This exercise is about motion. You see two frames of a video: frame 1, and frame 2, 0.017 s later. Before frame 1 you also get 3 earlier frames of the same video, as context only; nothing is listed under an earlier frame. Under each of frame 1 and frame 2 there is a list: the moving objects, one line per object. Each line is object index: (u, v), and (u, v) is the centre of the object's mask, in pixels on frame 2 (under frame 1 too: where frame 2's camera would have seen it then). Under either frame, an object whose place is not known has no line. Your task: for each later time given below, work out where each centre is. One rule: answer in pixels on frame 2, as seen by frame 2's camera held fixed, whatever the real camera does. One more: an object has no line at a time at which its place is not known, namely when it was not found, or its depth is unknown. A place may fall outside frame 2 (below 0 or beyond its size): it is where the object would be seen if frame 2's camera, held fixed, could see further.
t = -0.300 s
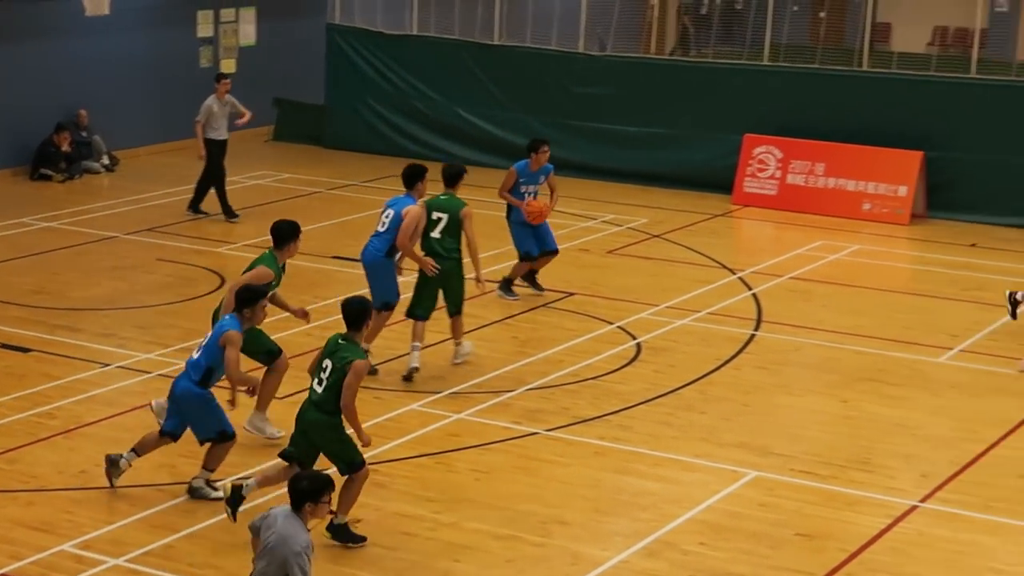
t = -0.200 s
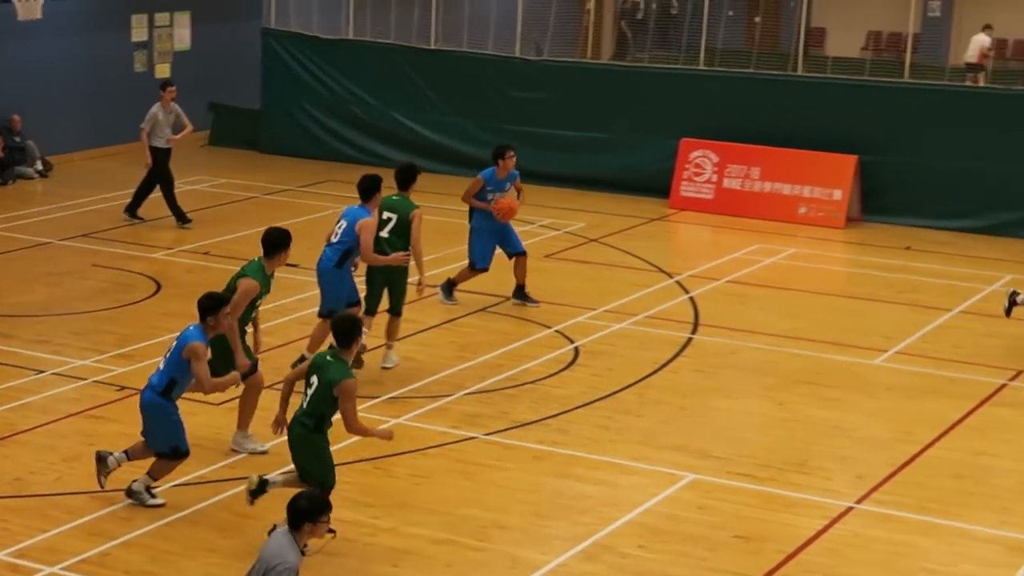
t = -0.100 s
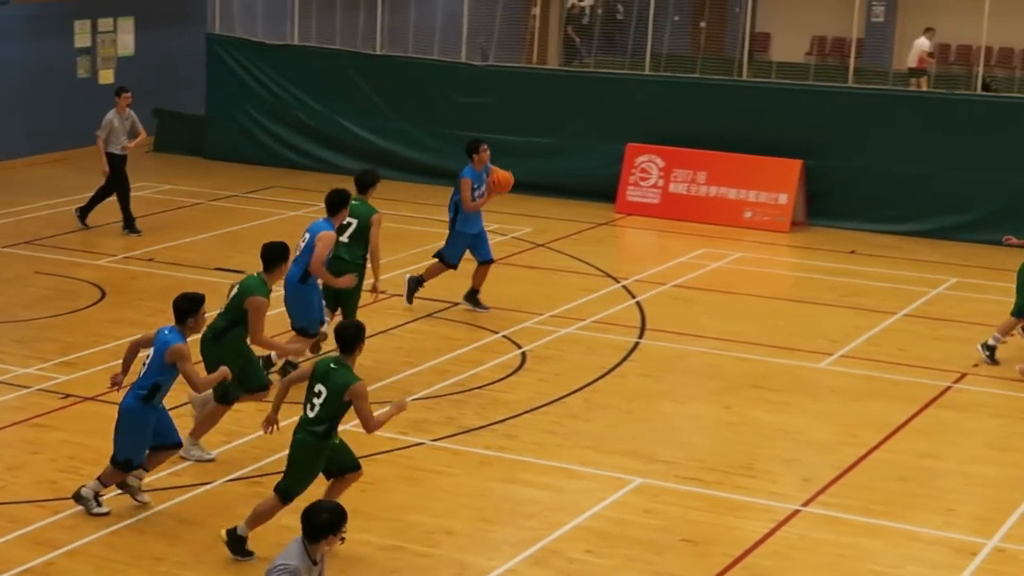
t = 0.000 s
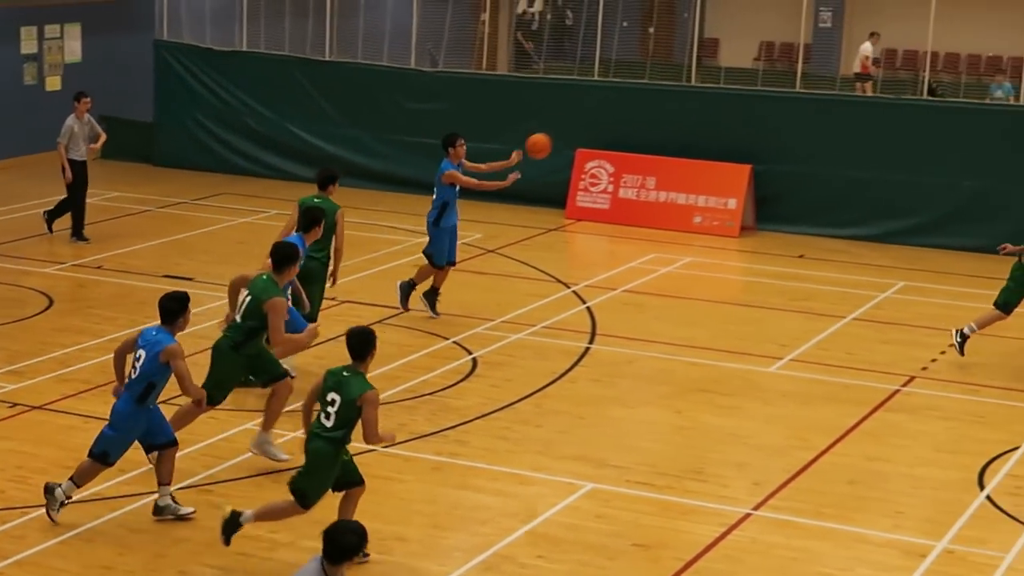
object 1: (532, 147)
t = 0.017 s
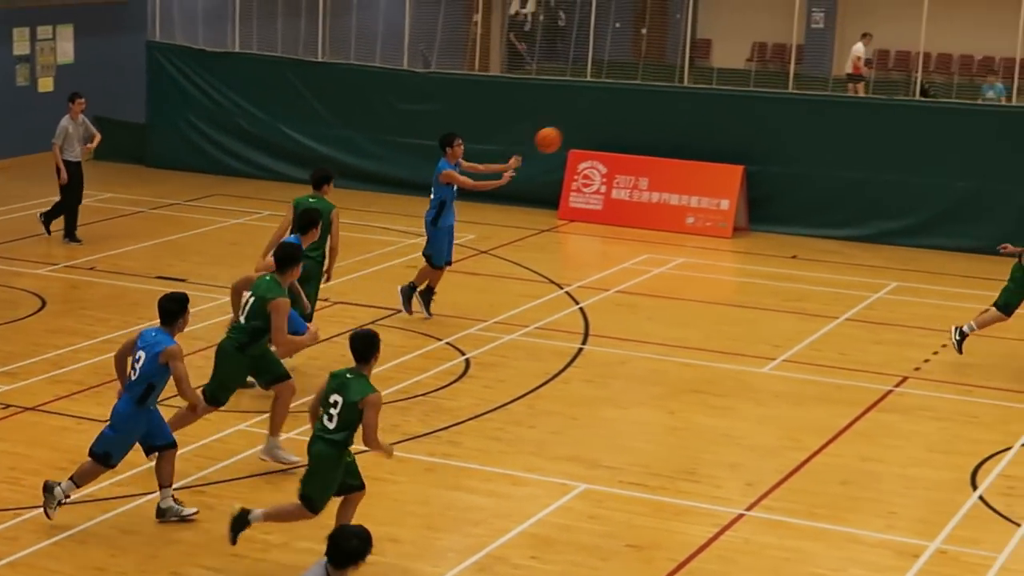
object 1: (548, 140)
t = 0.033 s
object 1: (565, 133)
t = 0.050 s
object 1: (582, 127)
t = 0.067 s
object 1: (598, 120)
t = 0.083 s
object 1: (615, 115)
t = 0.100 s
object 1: (631, 109)
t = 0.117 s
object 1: (648, 103)
